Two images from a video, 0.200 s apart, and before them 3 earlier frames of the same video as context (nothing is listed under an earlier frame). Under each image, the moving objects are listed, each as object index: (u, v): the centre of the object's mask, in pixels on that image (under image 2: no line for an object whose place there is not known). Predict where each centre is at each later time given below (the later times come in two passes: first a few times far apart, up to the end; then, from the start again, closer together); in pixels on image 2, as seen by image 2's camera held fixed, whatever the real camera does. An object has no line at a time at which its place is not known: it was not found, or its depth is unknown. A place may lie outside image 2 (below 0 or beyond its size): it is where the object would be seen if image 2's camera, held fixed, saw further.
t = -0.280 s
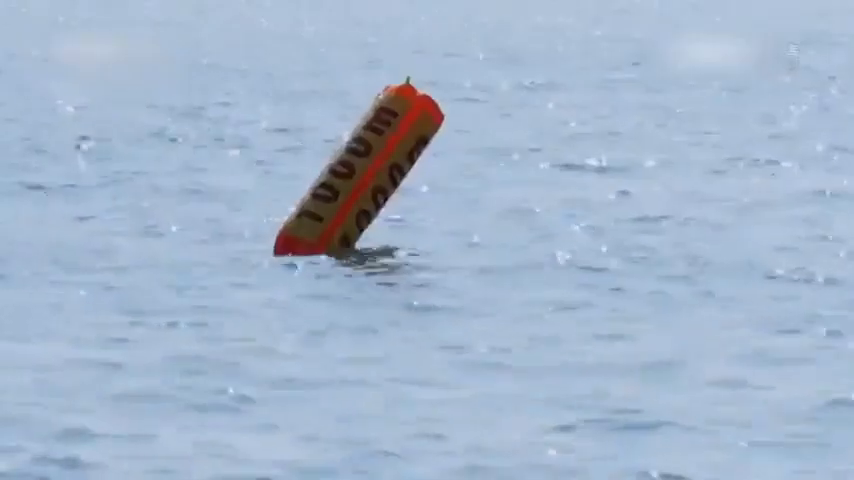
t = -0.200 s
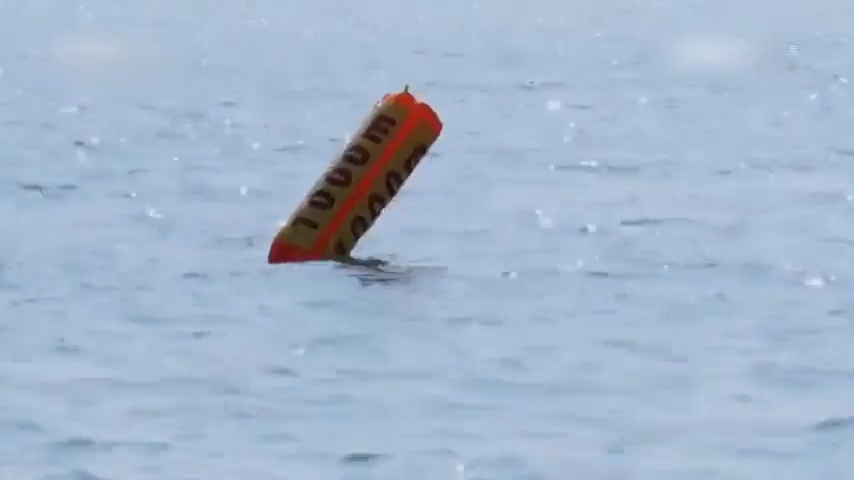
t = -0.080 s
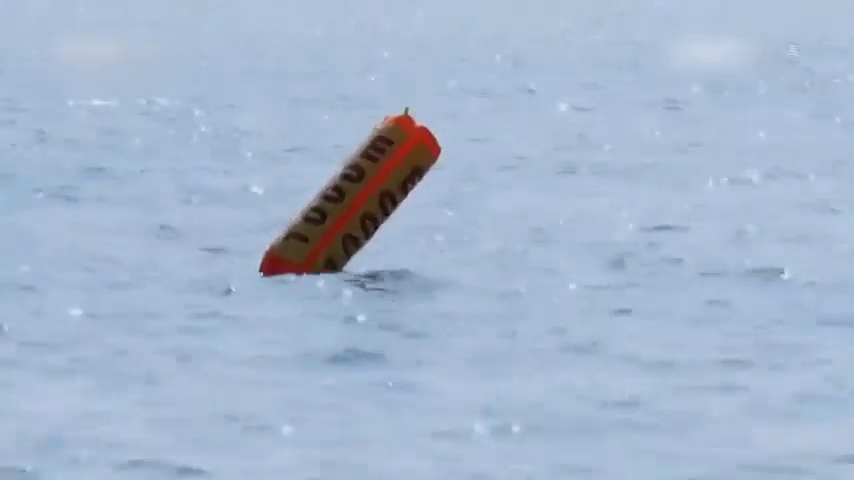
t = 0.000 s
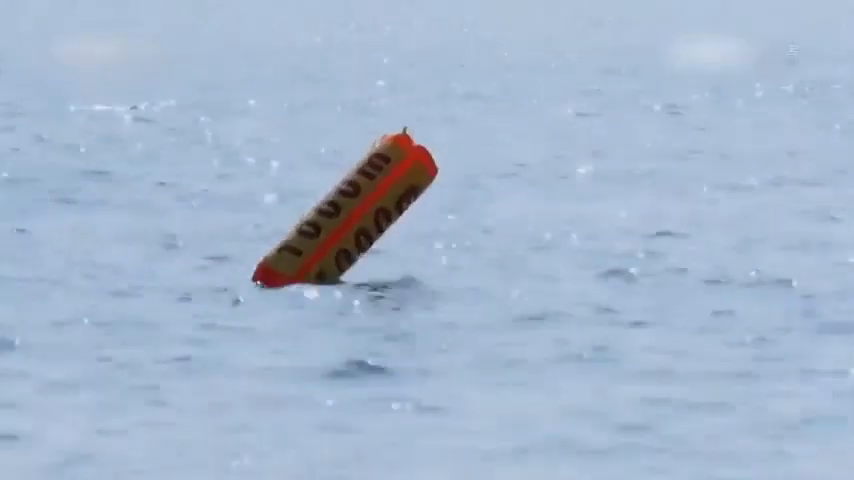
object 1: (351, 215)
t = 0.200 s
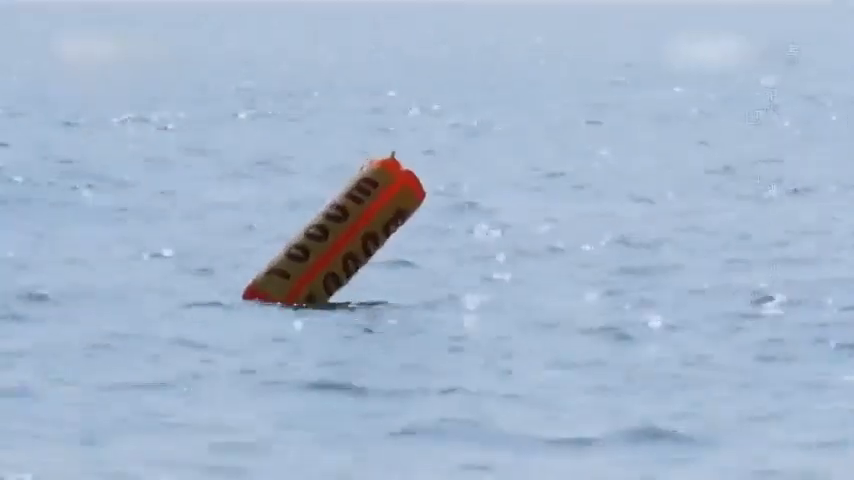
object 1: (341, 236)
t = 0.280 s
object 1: (335, 233)
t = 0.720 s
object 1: (305, 226)
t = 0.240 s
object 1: (339, 236)
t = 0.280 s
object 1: (335, 233)
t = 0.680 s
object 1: (305, 227)
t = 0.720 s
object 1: (305, 226)
